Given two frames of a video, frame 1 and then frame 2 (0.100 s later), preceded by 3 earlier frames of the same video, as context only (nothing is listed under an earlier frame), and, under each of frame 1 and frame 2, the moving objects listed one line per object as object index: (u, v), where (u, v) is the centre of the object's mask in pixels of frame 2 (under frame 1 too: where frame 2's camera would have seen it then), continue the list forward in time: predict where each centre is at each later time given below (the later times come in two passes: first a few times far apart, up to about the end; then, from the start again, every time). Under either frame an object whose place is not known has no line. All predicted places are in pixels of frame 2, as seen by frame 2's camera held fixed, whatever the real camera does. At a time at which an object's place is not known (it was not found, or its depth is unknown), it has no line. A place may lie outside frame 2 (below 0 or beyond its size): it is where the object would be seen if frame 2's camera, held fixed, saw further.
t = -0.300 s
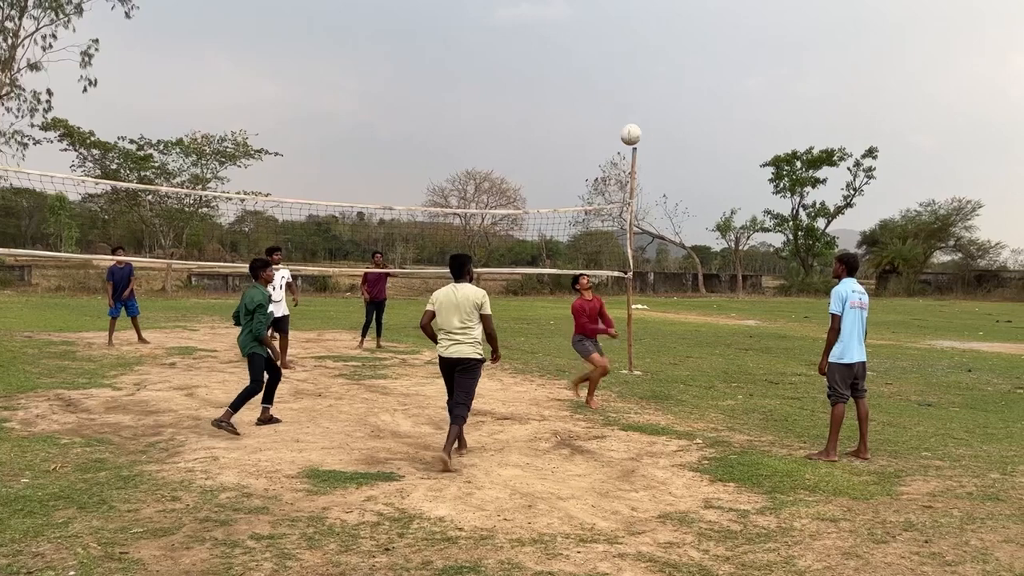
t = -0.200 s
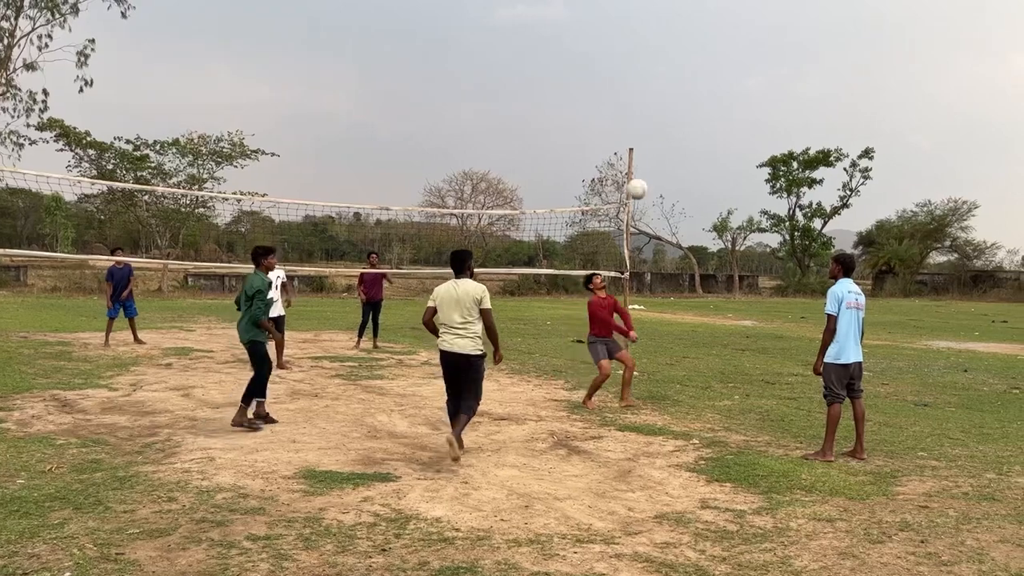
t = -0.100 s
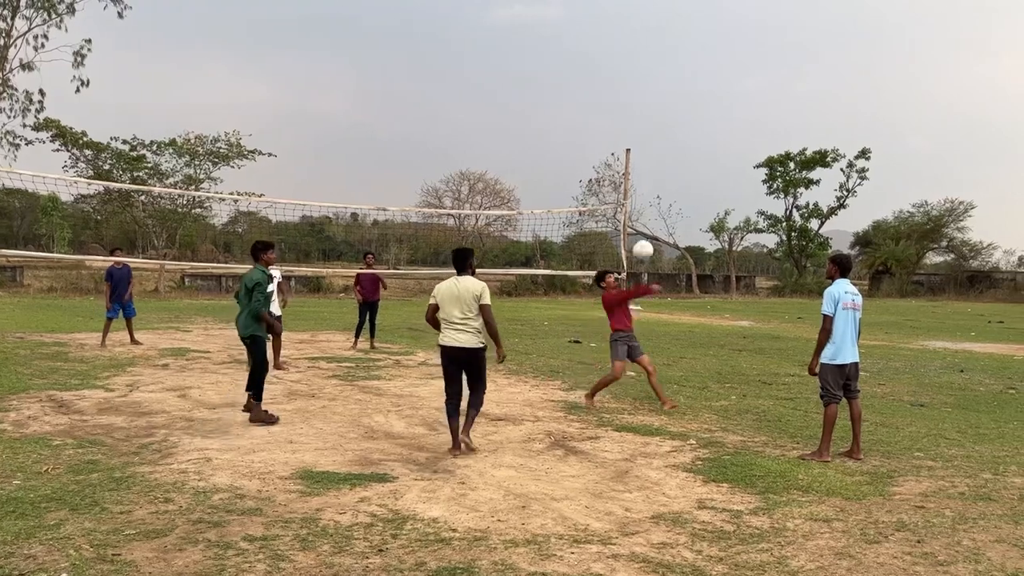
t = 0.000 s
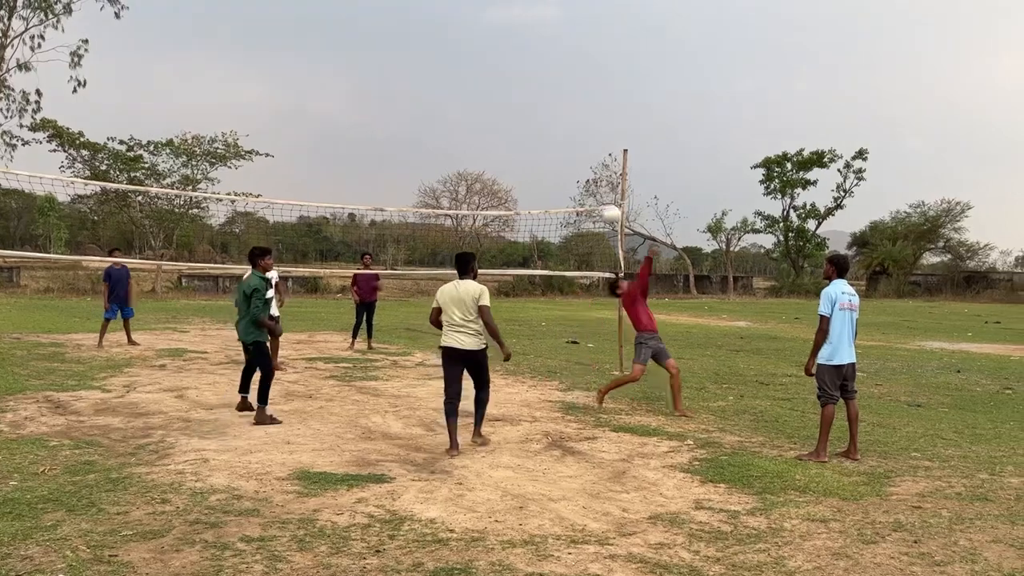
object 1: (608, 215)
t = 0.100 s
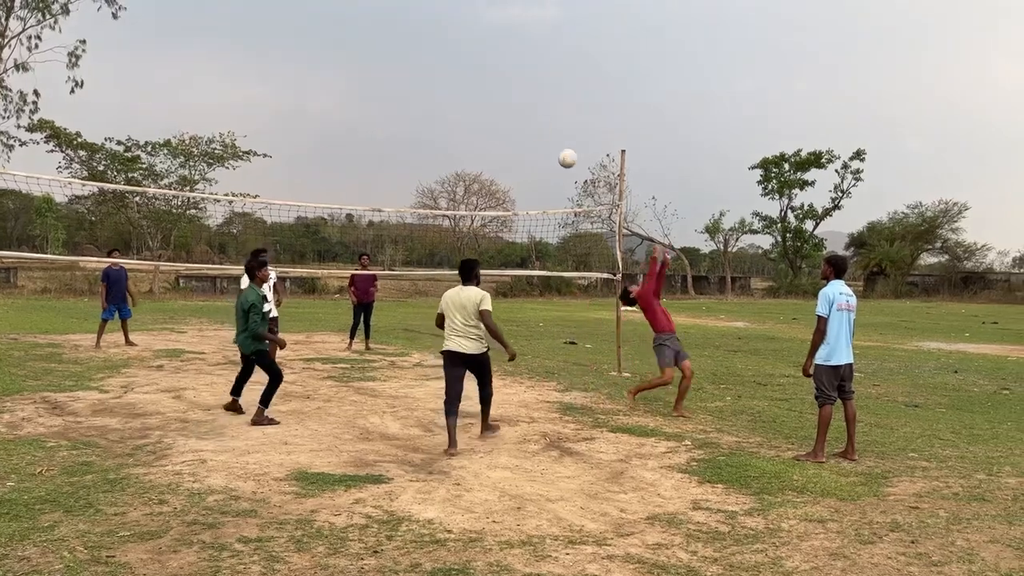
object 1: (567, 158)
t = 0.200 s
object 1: (528, 114)
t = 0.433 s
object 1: (446, 58)
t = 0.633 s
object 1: (384, 50)
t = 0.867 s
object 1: (320, 81)
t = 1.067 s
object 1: (273, 136)
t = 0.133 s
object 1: (554, 142)
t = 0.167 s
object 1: (542, 128)
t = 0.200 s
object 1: (528, 114)
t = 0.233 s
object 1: (516, 103)
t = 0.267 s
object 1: (504, 92)
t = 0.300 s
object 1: (492, 83)
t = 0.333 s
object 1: (480, 75)
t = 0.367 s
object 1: (468, 68)
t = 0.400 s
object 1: (457, 62)
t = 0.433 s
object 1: (446, 58)
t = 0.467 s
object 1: (435, 54)
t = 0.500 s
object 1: (424, 51)
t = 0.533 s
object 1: (414, 50)
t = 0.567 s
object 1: (404, 49)
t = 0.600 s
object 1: (394, 49)
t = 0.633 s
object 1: (384, 50)
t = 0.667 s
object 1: (374, 52)
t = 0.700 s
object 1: (364, 55)
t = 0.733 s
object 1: (355, 59)
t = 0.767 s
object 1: (346, 63)
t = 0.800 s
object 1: (338, 69)
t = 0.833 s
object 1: (329, 75)
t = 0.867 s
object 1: (320, 81)
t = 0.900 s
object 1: (312, 89)
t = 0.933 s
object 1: (304, 97)
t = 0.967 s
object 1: (296, 106)
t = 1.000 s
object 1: (288, 115)
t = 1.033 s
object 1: (281, 125)
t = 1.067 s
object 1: (273, 136)
